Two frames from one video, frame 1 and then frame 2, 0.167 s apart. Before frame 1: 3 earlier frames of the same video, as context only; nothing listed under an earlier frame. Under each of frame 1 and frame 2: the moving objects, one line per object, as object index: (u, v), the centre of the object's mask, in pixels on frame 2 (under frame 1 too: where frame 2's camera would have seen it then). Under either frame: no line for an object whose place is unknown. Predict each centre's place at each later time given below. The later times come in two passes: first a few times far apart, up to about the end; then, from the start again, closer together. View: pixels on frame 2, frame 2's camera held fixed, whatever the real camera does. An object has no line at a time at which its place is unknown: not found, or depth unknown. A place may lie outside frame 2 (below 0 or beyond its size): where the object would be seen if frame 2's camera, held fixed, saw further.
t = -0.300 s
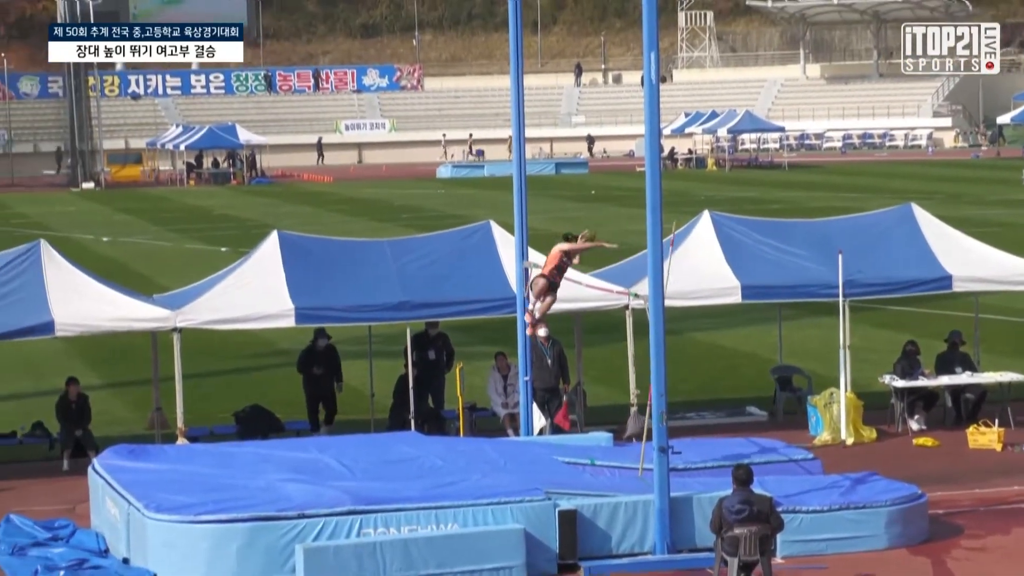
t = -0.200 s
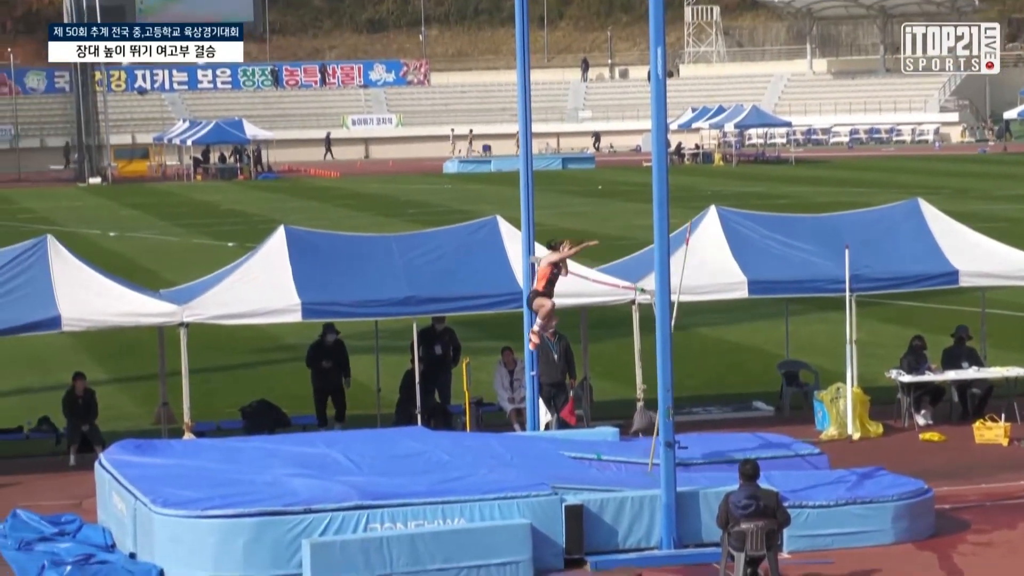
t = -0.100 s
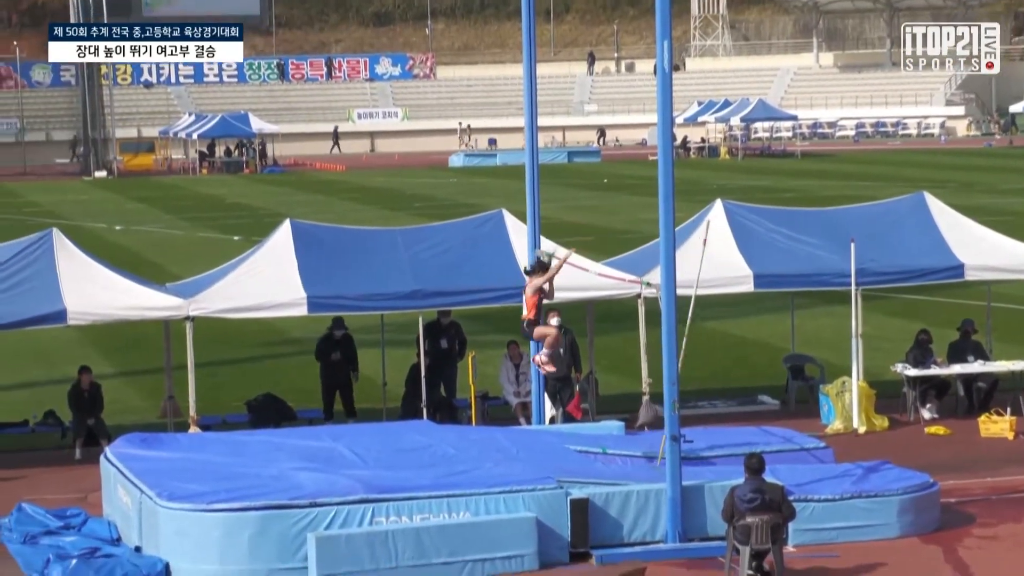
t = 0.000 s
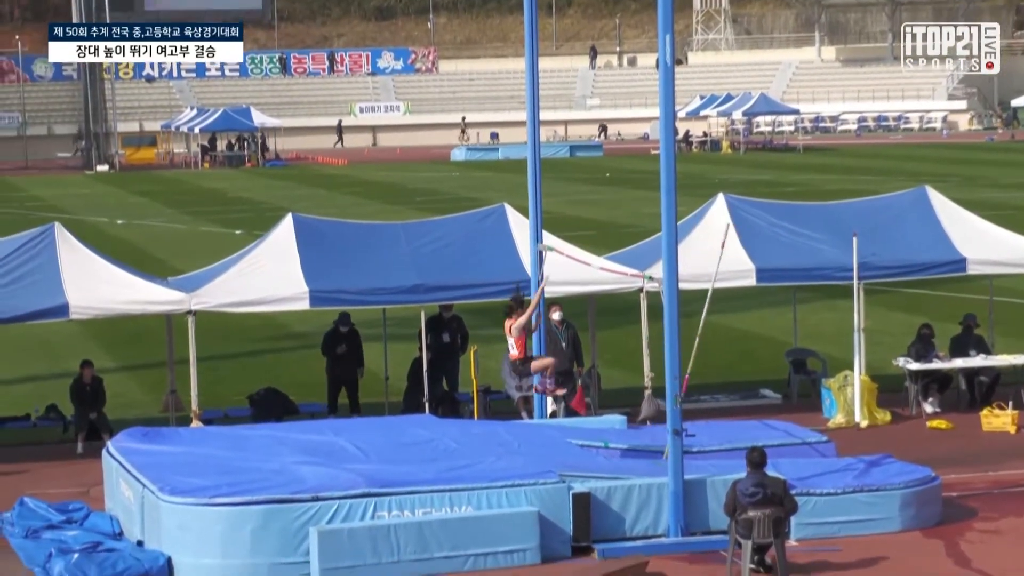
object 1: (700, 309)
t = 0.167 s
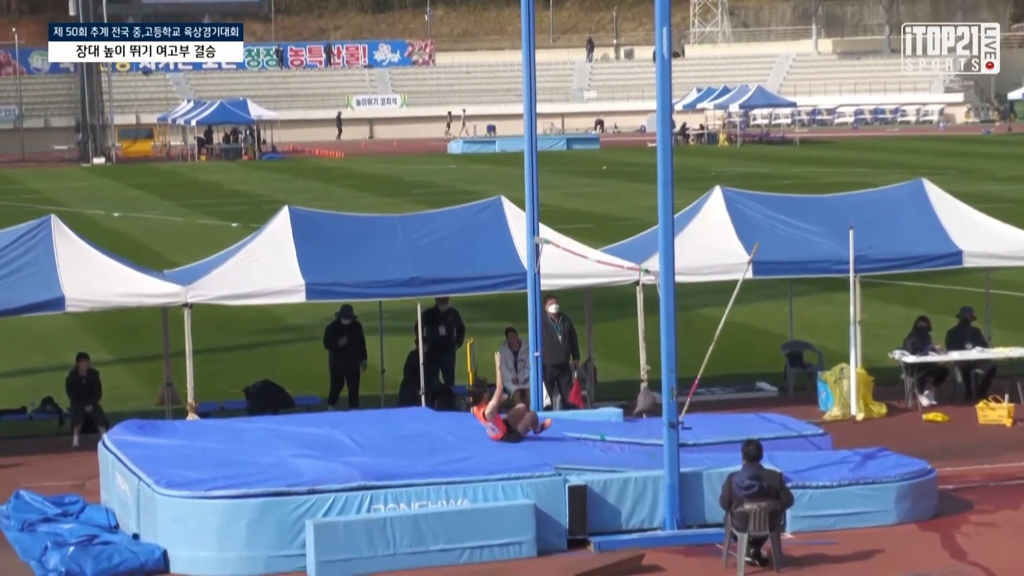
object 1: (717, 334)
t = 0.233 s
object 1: (726, 348)
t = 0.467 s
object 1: (761, 400)
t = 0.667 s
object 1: (811, 458)
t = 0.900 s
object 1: (814, 460)
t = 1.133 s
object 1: (818, 469)
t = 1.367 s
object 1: (820, 468)
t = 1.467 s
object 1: (821, 470)
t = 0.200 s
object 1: (723, 337)
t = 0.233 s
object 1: (726, 348)
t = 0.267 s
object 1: (731, 356)
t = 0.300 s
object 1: (735, 365)
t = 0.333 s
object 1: (742, 370)
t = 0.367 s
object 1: (747, 378)
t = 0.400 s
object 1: (752, 386)
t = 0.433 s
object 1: (757, 393)
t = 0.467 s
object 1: (761, 400)
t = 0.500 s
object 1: (759, 412)
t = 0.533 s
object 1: (758, 422)
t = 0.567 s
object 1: (761, 431)
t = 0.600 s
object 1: (767, 435)
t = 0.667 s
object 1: (811, 458)
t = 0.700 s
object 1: (819, 474)
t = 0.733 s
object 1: (820, 473)
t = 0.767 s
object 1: (814, 469)
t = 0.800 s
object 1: (816, 466)
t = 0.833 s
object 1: (816, 464)
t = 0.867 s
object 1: (814, 461)
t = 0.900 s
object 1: (814, 460)
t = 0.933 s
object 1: (814, 460)
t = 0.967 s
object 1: (814, 462)
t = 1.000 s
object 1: (817, 466)
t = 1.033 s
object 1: (817, 469)
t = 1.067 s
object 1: (817, 472)
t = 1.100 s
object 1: (819, 471)
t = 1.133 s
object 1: (818, 469)
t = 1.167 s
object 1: (818, 469)
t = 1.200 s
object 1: (819, 469)
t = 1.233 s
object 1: (820, 470)
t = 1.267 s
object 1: (820, 470)
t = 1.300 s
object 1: (820, 469)
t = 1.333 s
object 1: (820, 469)
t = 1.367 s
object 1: (820, 468)
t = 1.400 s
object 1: (820, 468)
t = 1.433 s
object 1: (820, 469)
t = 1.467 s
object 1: (821, 470)
